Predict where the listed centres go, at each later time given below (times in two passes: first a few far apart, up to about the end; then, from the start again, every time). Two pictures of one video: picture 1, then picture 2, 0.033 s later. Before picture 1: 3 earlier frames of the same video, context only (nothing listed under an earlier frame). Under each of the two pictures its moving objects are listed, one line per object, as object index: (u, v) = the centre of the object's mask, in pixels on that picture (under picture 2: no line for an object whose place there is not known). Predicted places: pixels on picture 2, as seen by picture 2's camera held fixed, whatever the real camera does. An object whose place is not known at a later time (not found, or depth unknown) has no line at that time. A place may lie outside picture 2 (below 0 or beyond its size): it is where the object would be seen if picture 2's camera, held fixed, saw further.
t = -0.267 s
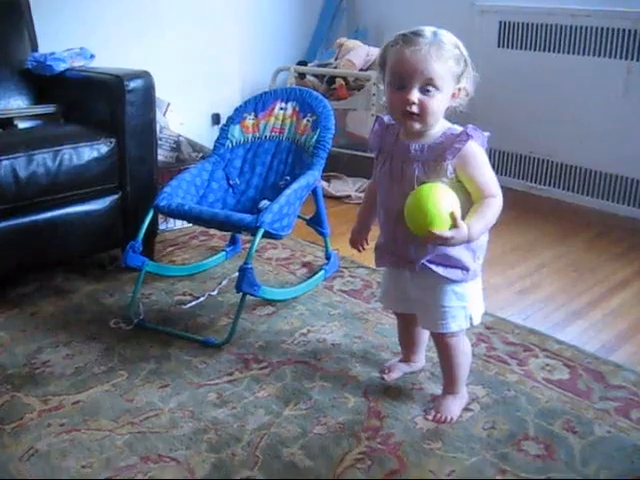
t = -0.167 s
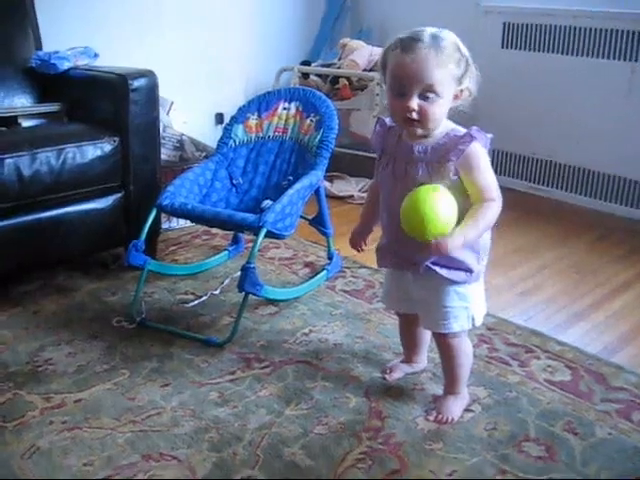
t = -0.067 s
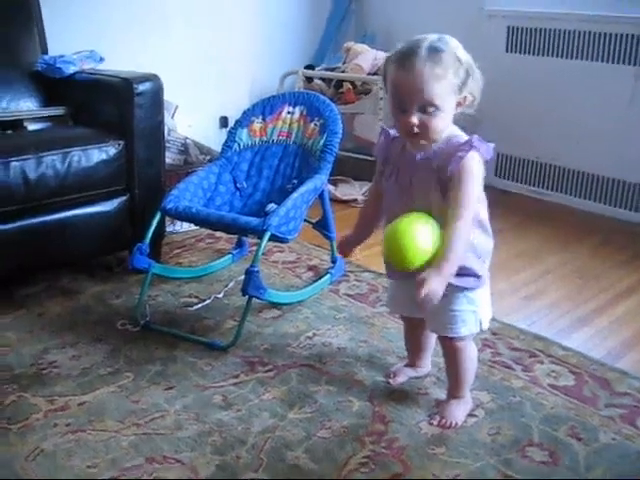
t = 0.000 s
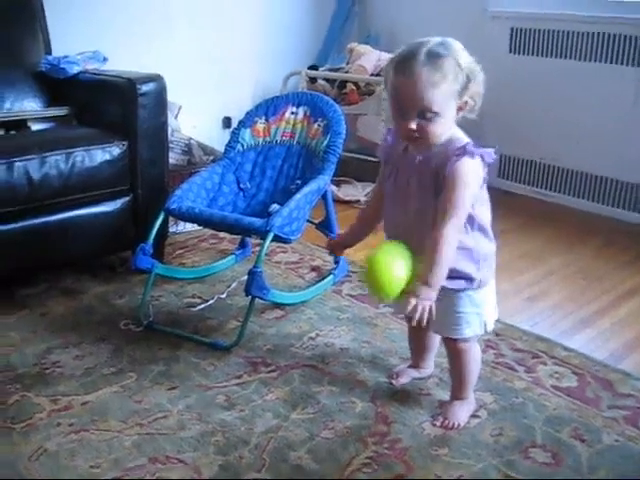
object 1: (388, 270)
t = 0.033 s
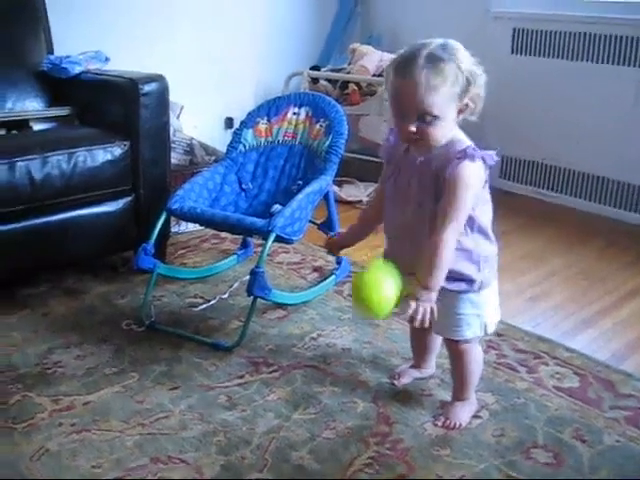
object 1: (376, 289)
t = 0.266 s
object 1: (294, 354)
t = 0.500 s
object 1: (219, 370)
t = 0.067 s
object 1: (364, 309)
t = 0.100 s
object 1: (351, 335)
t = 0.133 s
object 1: (340, 360)
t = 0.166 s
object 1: (328, 387)
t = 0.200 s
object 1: (316, 378)
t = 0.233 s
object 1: (305, 364)
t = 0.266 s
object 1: (294, 354)
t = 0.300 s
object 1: (283, 346)
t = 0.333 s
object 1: (272, 345)
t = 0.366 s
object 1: (260, 347)
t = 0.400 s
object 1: (250, 354)
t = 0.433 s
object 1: (240, 364)
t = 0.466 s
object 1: (230, 377)
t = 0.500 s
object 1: (219, 370)
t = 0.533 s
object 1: (211, 363)
